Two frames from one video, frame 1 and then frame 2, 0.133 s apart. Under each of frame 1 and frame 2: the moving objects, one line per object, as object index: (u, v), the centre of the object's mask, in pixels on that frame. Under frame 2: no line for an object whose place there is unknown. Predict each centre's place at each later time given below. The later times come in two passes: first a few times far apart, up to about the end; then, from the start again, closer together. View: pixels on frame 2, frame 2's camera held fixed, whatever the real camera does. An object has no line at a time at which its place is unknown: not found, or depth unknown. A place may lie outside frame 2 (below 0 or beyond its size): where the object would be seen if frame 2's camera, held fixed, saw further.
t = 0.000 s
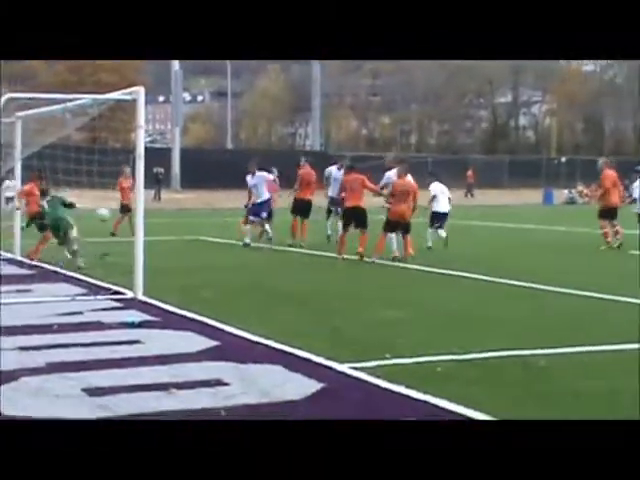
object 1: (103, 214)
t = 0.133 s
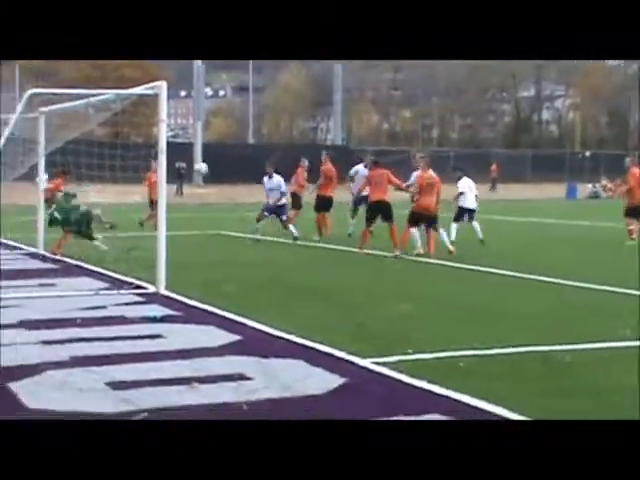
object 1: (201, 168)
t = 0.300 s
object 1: (291, 132)
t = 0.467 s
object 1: (376, 111)
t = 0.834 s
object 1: (551, 114)
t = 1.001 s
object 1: (625, 136)
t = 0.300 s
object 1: (291, 132)
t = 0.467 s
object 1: (376, 111)
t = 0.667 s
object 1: (473, 105)
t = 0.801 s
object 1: (536, 111)
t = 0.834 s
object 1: (551, 114)
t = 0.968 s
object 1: (610, 131)
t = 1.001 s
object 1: (625, 136)
